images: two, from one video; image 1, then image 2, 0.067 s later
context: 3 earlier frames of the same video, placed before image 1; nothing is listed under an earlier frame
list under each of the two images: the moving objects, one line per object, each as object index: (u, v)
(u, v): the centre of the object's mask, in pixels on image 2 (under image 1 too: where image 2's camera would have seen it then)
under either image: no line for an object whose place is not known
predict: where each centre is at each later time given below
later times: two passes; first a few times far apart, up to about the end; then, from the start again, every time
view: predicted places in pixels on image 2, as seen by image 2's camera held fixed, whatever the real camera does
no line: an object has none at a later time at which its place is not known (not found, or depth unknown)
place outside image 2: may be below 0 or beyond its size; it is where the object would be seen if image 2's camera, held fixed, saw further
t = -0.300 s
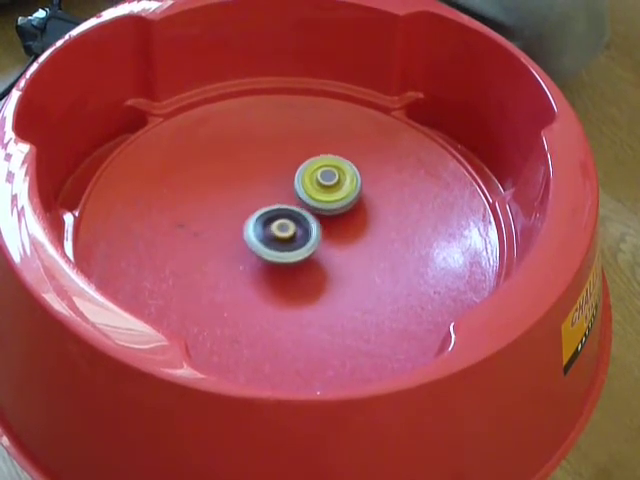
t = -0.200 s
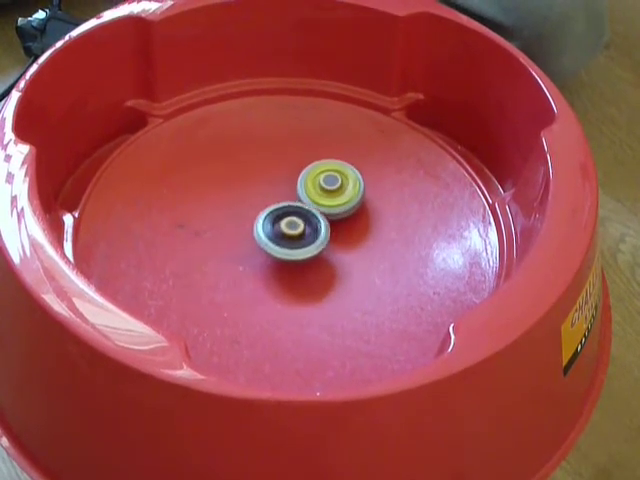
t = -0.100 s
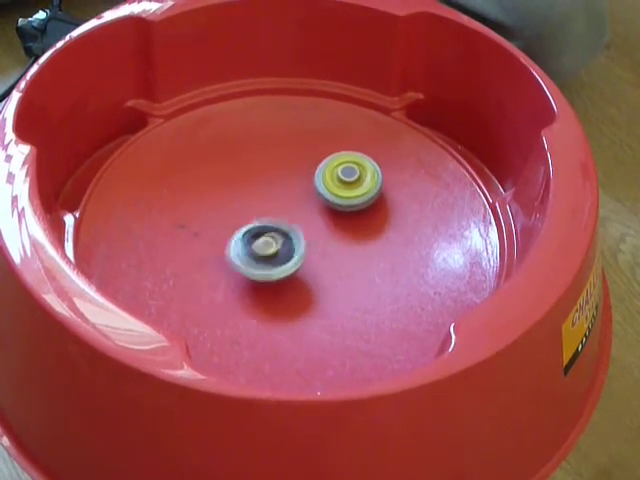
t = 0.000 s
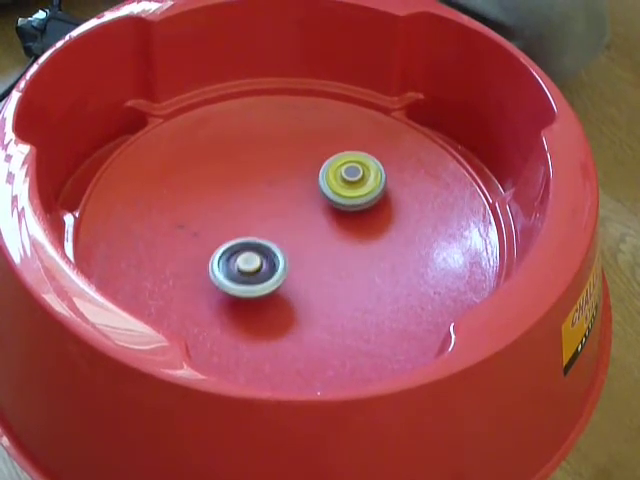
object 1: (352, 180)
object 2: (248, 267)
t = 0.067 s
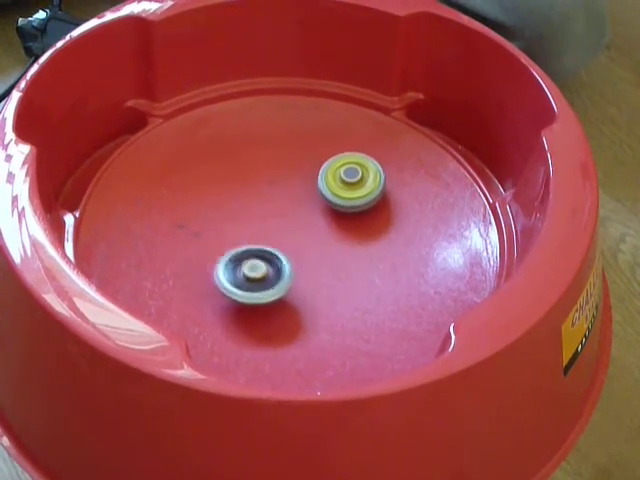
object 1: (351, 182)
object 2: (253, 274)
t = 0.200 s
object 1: (349, 188)
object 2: (286, 283)
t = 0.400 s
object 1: (345, 205)
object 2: (312, 259)
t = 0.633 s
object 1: (365, 201)
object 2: (237, 284)
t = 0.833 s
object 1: (351, 217)
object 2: (249, 305)
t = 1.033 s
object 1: (342, 235)
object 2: (290, 295)
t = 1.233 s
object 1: (344, 247)
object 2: (265, 271)
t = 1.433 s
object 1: (337, 258)
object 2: (252, 266)
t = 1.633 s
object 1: (329, 267)
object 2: (231, 249)
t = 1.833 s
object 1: (318, 273)
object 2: (240, 245)
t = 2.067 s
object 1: (303, 277)
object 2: (240, 226)
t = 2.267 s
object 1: (289, 277)
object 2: (244, 208)
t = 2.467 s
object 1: (275, 274)
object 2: (248, 195)
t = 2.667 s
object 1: (261, 270)
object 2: (264, 198)
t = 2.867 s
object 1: (245, 275)
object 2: (278, 186)
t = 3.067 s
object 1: (246, 276)
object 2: (291, 168)
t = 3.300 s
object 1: (251, 262)
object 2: (280, 177)
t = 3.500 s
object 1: (250, 246)
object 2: (320, 194)
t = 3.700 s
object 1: (247, 231)
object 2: (345, 194)
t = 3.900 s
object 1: (244, 218)
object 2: (342, 194)
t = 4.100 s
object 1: (245, 210)
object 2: (346, 210)
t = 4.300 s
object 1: (249, 205)
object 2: (341, 234)
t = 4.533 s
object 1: (260, 202)
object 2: (331, 245)
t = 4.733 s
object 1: (273, 201)
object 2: (322, 251)
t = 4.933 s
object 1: (289, 201)
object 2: (313, 256)
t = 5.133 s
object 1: (305, 201)
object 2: (303, 258)
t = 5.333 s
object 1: (318, 203)
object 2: (288, 258)
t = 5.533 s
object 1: (328, 207)
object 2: (272, 254)
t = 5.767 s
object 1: (335, 215)
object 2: (261, 248)
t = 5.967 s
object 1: (338, 224)
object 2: (257, 241)
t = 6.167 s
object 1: (338, 233)
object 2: (253, 230)
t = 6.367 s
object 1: (335, 244)
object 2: (255, 219)
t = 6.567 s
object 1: (330, 253)
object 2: (263, 211)
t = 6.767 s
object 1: (323, 261)
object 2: (274, 206)
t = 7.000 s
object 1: (313, 266)
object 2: (287, 205)
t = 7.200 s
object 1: (302, 268)
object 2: (299, 207)
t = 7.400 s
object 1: (288, 270)
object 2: (311, 207)
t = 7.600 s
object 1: (276, 272)
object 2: (324, 205)
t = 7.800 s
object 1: (267, 269)
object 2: (321, 219)
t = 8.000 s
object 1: (250, 266)
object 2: (331, 220)
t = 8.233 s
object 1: (246, 261)
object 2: (321, 228)
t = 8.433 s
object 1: (241, 252)
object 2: (318, 228)
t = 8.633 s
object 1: (238, 241)
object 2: (313, 235)
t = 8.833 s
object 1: (233, 229)
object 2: (308, 232)
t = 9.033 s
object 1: (230, 219)
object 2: (317, 226)
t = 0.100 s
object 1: (350, 183)
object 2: (259, 278)
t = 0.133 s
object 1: (350, 184)
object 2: (268, 281)
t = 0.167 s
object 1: (349, 185)
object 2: (277, 283)
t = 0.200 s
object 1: (349, 188)
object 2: (286, 283)
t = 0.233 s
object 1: (348, 190)
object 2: (295, 282)
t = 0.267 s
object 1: (347, 193)
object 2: (301, 279)
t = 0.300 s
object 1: (347, 196)
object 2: (307, 275)
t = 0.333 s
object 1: (346, 199)
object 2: (311, 269)
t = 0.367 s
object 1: (346, 202)
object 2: (312, 264)
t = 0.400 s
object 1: (345, 205)
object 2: (312, 259)
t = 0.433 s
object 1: (346, 207)
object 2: (311, 255)
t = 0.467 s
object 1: (347, 208)
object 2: (308, 252)
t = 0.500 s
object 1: (355, 204)
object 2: (289, 262)
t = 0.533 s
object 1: (362, 201)
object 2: (271, 270)
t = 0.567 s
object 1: (365, 200)
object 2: (255, 276)
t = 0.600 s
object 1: (366, 200)
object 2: (244, 280)
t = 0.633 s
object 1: (365, 201)
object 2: (237, 284)
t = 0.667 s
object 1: (363, 203)
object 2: (233, 287)
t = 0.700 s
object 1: (360, 205)
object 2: (233, 291)
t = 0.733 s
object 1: (358, 208)
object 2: (235, 294)
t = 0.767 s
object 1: (356, 210)
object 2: (238, 298)
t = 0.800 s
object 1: (353, 213)
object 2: (243, 302)
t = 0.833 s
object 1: (351, 217)
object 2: (249, 305)
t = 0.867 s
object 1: (349, 219)
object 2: (256, 308)
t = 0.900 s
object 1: (347, 222)
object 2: (264, 309)
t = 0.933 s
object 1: (346, 225)
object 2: (272, 308)
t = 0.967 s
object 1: (344, 229)
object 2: (280, 305)
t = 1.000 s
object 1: (343, 232)
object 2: (286, 301)
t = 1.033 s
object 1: (342, 235)
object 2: (290, 295)
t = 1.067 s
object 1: (341, 238)
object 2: (292, 289)
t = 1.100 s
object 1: (340, 241)
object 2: (292, 283)
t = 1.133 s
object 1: (341, 243)
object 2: (289, 278)
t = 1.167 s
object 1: (343, 243)
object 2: (279, 276)
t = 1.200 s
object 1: (344, 245)
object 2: (271, 273)
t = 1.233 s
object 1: (344, 247)
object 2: (265, 271)
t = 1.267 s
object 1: (343, 249)
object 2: (262, 269)
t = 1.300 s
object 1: (342, 251)
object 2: (259, 268)
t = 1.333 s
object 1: (341, 252)
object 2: (258, 267)
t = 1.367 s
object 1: (340, 254)
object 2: (257, 267)
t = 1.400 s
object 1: (338, 256)
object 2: (256, 267)
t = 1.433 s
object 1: (337, 258)
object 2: (252, 266)
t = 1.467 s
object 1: (336, 259)
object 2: (248, 264)
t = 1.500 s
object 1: (334, 261)
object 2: (244, 261)
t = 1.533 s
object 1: (333, 263)
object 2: (239, 257)
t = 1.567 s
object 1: (332, 264)
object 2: (235, 254)
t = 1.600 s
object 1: (330, 266)
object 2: (233, 251)
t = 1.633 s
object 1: (329, 267)
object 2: (231, 249)
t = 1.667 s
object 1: (327, 268)
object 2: (231, 247)
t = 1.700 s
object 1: (326, 269)
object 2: (232, 247)
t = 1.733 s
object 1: (324, 270)
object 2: (234, 246)
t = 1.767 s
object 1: (322, 271)
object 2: (236, 245)
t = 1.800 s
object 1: (320, 272)
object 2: (238, 245)
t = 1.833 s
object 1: (318, 273)
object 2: (240, 245)
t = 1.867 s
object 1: (316, 274)
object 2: (241, 245)
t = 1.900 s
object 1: (314, 275)
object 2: (241, 244)
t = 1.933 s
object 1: (312, 275)
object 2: (240, 243)
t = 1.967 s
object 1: (310, 276)
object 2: (239, 240)
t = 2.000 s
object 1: (308, 276)
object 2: (239, 236)
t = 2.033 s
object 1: (305, 276)
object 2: (239, 231)
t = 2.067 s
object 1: (303, 277)
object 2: (240, 226)
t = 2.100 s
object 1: (301, 277)
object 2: (241, 221)
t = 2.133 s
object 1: (299, 277)
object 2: (242, 217)
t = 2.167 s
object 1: (296, 277)
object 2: (243, 214)
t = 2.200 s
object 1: (294, 277)
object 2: (244, 212)
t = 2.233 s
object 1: (291, 277)
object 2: (244, 210)
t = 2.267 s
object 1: (289, 277)
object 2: (244, 208)
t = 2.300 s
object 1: (287, 277)
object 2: (244, 207)
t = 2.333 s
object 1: (284, 276)
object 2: (244, 205)
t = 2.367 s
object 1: (282, 276)
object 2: (244, 203)
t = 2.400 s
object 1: (280, 276)
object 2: (244, 201)
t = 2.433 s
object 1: (277, 275)
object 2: (245, 198)
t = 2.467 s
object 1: (275, 274)
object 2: (248, 195)
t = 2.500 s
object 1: (273, 274)
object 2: (251, 194)
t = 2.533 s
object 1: (270, 273)
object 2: (255, 194)
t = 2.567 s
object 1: (268, 273)
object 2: (258, 194)
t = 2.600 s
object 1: (266, 272)
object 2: (260, 195)
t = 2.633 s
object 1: (264, 271)
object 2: (262, 196)
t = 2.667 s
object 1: (261, 270)
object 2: (264, 198)
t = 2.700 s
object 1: (259, 269)
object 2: (265, 200)
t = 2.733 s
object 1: (258, 268)
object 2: (266, 202)
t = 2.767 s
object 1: (256, 266)
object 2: (266, 204)
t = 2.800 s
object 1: (255, 265)
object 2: (267, 205)
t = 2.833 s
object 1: (249, 270)
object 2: (272, 196)
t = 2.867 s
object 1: (245, 275)
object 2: (278, 186)
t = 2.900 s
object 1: (242, 276)
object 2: (284, 180)
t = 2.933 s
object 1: (242, 277)
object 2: (289, 174)
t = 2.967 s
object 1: (243, 277)
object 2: (291, 170)
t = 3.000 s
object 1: (243, 277)
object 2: (292, 167)
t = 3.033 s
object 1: (244, 277)
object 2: (291, 167)
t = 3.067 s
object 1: (246, 276)
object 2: (291, 168)
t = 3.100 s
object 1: (247, 275)
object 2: (289, 170)
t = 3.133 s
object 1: (248, 273)
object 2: (286, 171)
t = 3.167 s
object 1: (249, 272)
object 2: (284, 174)
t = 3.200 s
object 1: (249, 270)
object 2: (281, 176)
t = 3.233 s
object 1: (250, 267)
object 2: (279, 177)
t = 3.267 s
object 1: (251, 265)
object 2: (278, 177)
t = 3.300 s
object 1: (251, 262)
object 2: (280, 177)
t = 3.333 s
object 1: (251, 260)
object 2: (284, 179)
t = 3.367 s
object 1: (251, 257)
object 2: (290, 181)
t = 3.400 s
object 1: (251, 254)
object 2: (297, 185)
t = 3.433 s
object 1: (251, 252)
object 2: (305, 189)
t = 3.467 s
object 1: (250, 249)
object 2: (313, 192)
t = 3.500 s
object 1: (250, 246)
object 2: (320, 194)
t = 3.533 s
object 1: (249, 243)
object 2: (327, 196)
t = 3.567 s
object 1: (249, 241)
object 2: (333, 197)
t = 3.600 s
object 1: (248, 238)
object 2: (338, 197)
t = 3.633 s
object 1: (248, 236)
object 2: (342, 196)
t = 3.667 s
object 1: (247, 233)
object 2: (344, 195)
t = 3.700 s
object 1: (247, 231)
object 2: (345, 194)
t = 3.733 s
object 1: (246, 229)
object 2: (345, 193)
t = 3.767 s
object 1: (246, 226)
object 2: (345, 193)
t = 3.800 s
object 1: (245, 224)
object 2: (344, 193)
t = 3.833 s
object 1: (245, 222)
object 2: (343, 193)
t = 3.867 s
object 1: (244, 220)
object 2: (342, 193)
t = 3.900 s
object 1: (244, 218)
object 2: (342, 194)
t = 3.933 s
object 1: (244, 217)
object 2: (342, 195)
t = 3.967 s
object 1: (244, 215)
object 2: (342, 197)
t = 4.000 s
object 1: (244, 214)
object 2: (343, 200)
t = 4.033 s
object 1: (244, 212)
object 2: (343, 202)
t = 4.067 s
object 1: (244, 211)
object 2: (344, 206)
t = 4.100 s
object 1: (245, 210)
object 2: (346, 210)
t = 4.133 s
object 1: (245, 209)
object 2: (346, 214)
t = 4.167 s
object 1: (246, 208)
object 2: (347, 219)
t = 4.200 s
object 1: (247, 207)
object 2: (346, 224)
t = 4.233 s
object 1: (247, 207)
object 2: (345, 228)
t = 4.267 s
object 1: (248, 206)
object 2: (343, 231)
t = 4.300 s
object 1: (249, 205)
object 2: (341, 234)
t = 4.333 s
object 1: (250, 205)
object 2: (339, 236)
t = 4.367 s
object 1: (251, 204)
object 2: (338, 238)
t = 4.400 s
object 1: (253, 203)
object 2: (336, 239)
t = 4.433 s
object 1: (254, 203)
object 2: (336, 241)
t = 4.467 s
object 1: (256, 202)
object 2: (334, 242)
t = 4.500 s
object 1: (258, 202)
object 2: (333, 243)
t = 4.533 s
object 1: (260, 202)
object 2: (331, 245)
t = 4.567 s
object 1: (262, 201)
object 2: (330, 246)
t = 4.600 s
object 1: (264, 201)
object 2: (328, 247)
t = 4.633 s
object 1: (266, 201)
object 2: (327, 248)
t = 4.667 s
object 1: (268, 201)
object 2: (325, 249)
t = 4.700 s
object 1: (271, 201)
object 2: (324, 250)
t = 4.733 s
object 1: (273, 201)
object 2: (322, 251)
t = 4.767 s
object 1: (276, 201)
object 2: (321, 252)
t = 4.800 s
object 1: (279, 201)
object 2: (319, 253)
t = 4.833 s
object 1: (281, 201)
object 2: (318, 254)
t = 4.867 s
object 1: (284, 201)
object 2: (316, 254)
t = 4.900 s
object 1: (287, 201)
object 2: (314, 255)
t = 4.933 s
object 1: (289, 201)
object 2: (313, 256)
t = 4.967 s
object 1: (292, 201)
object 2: (311, 256)
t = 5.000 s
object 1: (295, 201)
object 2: (310, 257)
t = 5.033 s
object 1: (298, 201)
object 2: (308, 257)
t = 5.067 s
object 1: (300, 201)
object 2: (306, 257)
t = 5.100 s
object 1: (303, 201)
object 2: (304, 258)
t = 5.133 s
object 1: (305, 201)
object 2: (303, 258)
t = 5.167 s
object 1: (308, 202)
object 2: (301, 258)
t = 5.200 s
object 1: (310, 202)
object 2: (299, 258)
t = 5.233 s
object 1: (313, 202)
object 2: (296, 259)
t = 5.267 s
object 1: (314, 202)
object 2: (294, 259)
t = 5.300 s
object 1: (316, 203)
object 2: (290, 259)
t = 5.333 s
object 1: (318, 203)
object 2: (288, 258)
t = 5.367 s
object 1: (320, 204)
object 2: (285, 258)
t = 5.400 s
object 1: (321, 204)
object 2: (283, 258)
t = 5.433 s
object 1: (323, 205)
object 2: (280, 257)
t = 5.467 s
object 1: (325, 206)
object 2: (277, 256)
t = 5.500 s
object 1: (326, 206)
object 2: (275, 255)
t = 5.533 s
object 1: (328, 207)
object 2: (272, 254)
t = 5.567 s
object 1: (329, 208)
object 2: (270, 253)
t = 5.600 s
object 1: (330, 209)
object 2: (268, 252)
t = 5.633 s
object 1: (331, 210)
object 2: (267, 251)
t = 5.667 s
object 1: (332, 211)
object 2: (265, 250)
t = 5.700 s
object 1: (333, 212)
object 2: (264, 250)
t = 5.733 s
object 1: (334, 213)
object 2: (263, 249)
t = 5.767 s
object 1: (335, 215)
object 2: (261, 248)
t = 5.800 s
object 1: (335, 216)
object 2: (261, 247)
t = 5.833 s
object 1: (336, 218)
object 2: (260, 245)
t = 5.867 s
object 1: (336, 220)
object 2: (259, 244)
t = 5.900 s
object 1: (337, 221)
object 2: (258, 243)
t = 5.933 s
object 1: (337, 223)
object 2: (258, 242)
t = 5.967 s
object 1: (338, 224)
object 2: (257, 241)
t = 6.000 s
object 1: (338, 226)
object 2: (256, 239)
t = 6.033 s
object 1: (338, 227)
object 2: (255, 238)
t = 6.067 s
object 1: (338, 229)
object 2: (254, 236)
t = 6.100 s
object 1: (338, 230)
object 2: (254, 234)
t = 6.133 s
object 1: (338, 232)
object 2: (253, 232)
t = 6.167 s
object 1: (338, 233)
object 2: (253, 230)
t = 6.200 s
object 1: (338, 235)
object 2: (253, 228)
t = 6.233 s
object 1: (337, 237)
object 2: (254, 226)
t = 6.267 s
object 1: (337, 239)
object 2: (254, 224)
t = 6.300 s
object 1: (337, 241)
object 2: (254, 223)
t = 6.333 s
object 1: (336, 242)
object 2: (255, 221)
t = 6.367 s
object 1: (335, 244)
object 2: (255, 219)
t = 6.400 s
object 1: (335, 246)
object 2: (256, 218)
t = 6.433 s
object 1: (334, 247)
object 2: (257, 216)
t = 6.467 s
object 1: (333, 249)
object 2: (259, 215)
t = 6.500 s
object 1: (332, 250)
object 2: (260, 213)
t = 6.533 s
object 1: (331, 252)
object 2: (262, 212)
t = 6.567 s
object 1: (330, 253)
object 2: (263, 211)
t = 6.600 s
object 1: (329, 255)
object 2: (265, 210)
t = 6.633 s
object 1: (328, 256)
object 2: (267, 208)
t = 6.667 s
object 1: (327, 257)
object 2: (268, 207)
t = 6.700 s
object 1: (326, 259)
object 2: (270, 207)
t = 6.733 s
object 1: (325, 260)
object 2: (272, 206)
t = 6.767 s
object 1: (323, 261)
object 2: (274, 206)
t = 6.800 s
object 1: (322, 261)
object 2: (275, 205)
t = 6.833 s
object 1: (321, 262)
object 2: (277, 205)
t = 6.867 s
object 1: (320, 263)
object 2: (279, 205)
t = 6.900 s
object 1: (318, 264)
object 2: (282, 205)
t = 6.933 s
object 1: (317, 264)
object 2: (283, 205)
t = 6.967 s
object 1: (315, 265)
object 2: (285, 205)
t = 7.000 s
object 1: (313, 266)
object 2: (287, 205)
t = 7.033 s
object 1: (312, 266)
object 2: (289, 206)
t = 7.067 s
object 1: (310, 267)
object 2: (291, 206)
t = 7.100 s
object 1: (308, 267)
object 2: (293, 207)
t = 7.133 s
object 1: (306, 267)
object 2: (295, 207)
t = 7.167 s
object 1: (304, 268)
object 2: (297, 207)
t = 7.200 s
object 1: (302, 268)
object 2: (299, 207)
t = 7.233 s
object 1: (300, 268)
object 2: (300, 207)
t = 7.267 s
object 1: (298, 268)
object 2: (302, 207)
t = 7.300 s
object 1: (296, 268)
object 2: (304, 207)
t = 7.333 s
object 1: (294, 268)
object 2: (306, 208)
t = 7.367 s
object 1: (291, 268)
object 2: (308, 209)
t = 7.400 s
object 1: (288, 270)
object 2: (311, 207)
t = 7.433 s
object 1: (285, 271)
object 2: (316, 205)
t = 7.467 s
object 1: (283, 272)
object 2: (319, 204)
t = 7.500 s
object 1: (281, 272)
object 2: (321, 203)
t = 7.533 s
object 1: (280, 272)
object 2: (323, 203)
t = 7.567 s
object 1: (278, 272)
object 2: (324, 204)
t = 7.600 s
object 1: (276, 272)
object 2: (324, 205)
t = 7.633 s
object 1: (274, 272)
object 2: (325, 207)
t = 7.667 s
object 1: (273, 271)
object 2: (325, 209)
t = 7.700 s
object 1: (271, 271)
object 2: (324, 211)
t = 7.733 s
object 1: (270, 270)
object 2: (323, 214)
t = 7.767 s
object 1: (269, 269)
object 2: (322, 216)
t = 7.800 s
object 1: (267, 269)
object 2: (321, 219)
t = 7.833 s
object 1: (266, 268)
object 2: (319, 221)
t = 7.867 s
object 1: (265, 266)
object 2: (318, 223)
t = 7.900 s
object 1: (260, 267)
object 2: (322, 222)
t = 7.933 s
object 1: (255, 267)
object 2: (325, 221)
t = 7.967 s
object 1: (252, 267)
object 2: (329, 221)
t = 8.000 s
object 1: (250, 266)
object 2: (331, 220)
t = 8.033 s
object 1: (249, 266)
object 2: (331, 221)
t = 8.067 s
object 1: (248, 265)
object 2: (331, 222)
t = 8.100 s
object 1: (247, 264)
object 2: (330, 223)
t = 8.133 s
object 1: (247, 264)
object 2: (329, 224)
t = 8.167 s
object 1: (246, 263)
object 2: (327, 226)
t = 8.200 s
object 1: (246, 262)
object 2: (324, 227)
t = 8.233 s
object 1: (246, 261)
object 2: (321, 228)
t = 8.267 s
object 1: (245, 260)
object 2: (319, 229)
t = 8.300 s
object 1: (245, 258)
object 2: (316, 230)
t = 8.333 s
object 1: (245, 257)
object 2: (314, 230)
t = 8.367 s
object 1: (243, 255)
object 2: (315, 229)
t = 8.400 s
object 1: (241, 254)
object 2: (317, 228)
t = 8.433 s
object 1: (241, 252)
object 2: (318, 228)
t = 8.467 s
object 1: (241, 250)
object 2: (318, 229)
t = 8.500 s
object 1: (241, 248)
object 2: (318, 230)
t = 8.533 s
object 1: (241, 247)
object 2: (317, 231)
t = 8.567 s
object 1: (241, 245)
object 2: (315, 232)
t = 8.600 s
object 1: (240, 243)
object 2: (314, 234)
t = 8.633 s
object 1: (238, 241)
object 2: (313, 235)
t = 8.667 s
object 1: (238, 239)
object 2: (312, 237)
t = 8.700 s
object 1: (236, 236)
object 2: (311, 237)
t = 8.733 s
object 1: (236, 235)
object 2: (310, 236)
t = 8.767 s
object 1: (235, 233)
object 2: (309, 235)
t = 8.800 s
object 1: (234, 230)
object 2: (309, 234)
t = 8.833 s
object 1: (233, 229)
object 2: (308, 232)
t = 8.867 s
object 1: (233, 227)
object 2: (308, 231)
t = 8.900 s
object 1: (234, 226)
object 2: (308, 229)
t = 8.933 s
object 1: (234, 225)
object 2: (308, 228)
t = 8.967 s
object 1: (234, 223)
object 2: (308, 226)
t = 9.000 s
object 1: (232, 221)
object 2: (311, 226)
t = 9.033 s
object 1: (230, 219)
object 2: (317, 226)
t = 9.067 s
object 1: (230, 218)
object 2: (321, 226)
